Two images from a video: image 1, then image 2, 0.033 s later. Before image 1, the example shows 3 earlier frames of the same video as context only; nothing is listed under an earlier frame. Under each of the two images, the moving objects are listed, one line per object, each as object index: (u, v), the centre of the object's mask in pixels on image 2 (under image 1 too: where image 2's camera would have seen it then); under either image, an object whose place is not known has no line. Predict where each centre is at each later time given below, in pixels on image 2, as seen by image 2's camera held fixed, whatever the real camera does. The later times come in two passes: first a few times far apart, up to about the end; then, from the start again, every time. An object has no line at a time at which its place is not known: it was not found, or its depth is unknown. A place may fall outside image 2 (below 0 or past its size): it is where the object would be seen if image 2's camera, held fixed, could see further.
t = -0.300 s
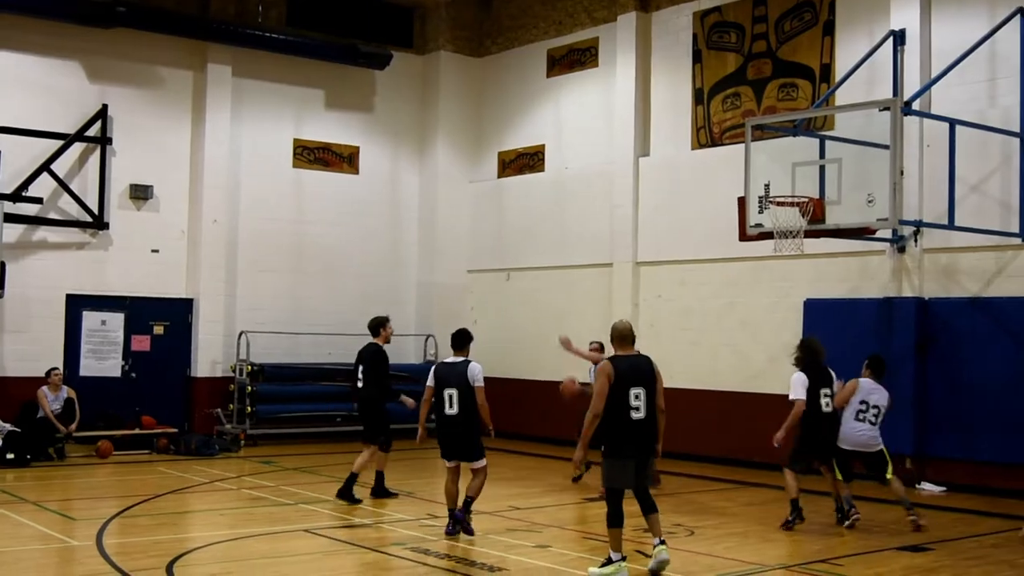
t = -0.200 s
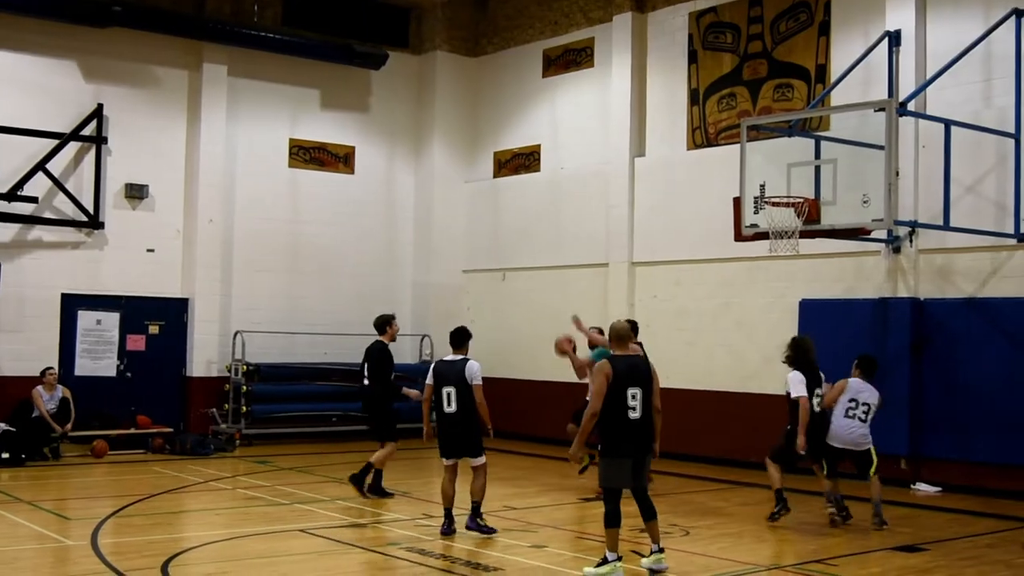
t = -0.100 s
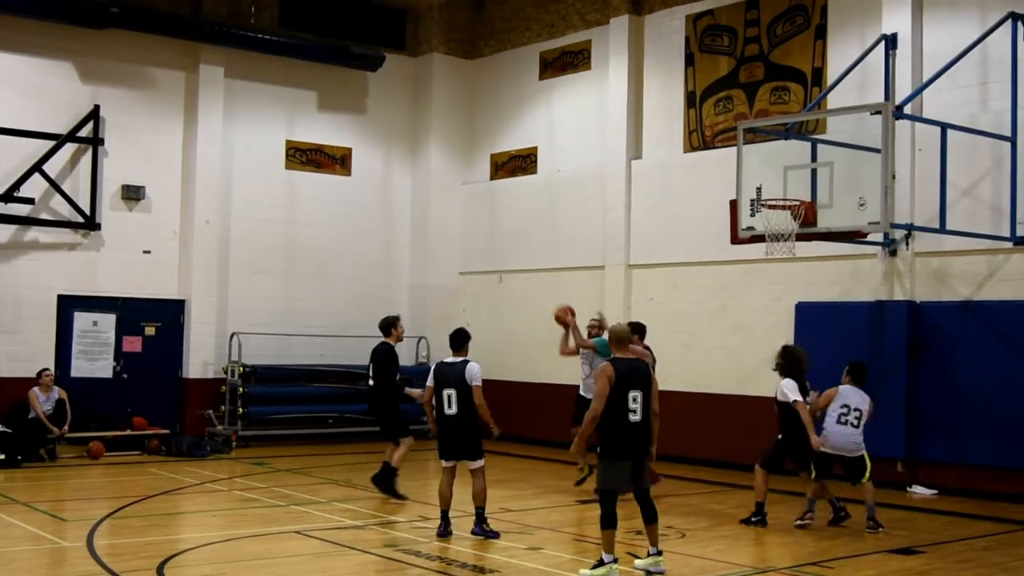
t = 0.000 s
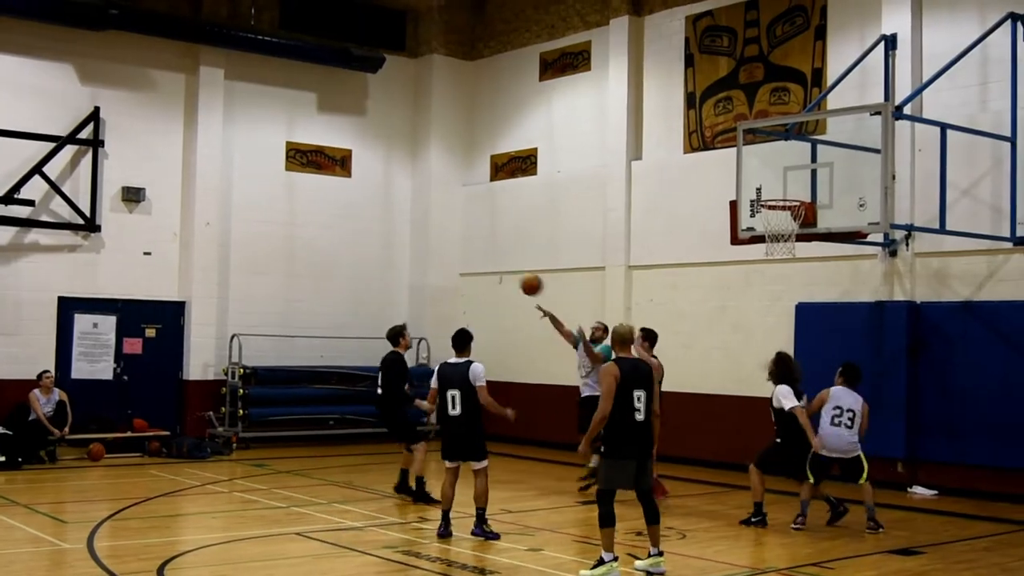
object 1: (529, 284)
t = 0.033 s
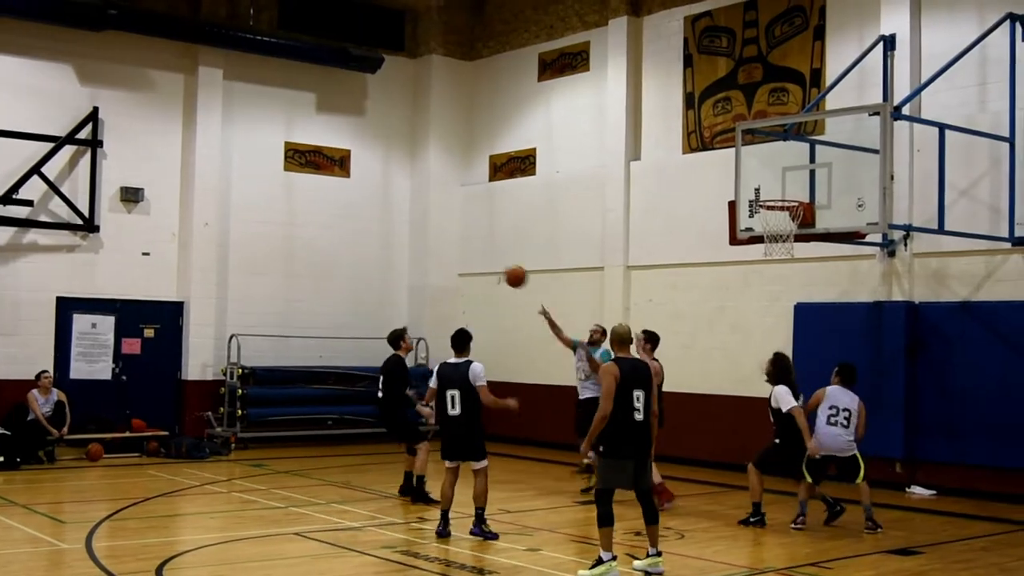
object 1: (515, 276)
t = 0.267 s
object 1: (401, 240)
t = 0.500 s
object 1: (252, 257)
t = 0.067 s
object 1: (500, 268)
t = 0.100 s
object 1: (486, 261)
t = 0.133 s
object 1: (470, 255)
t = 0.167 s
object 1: (454, 250)
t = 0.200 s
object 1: (436, 246)
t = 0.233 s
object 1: (420, 242)
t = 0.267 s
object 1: (401, 240)
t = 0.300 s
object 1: (382, 239)
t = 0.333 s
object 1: (363, 239)
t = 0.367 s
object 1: (343, 239)
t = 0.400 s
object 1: (321, 242)
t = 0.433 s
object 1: (299, 245)
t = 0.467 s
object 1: (276, 250)
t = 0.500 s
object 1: (252, 257)
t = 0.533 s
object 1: (224, 265)
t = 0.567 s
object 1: (196, 276)
